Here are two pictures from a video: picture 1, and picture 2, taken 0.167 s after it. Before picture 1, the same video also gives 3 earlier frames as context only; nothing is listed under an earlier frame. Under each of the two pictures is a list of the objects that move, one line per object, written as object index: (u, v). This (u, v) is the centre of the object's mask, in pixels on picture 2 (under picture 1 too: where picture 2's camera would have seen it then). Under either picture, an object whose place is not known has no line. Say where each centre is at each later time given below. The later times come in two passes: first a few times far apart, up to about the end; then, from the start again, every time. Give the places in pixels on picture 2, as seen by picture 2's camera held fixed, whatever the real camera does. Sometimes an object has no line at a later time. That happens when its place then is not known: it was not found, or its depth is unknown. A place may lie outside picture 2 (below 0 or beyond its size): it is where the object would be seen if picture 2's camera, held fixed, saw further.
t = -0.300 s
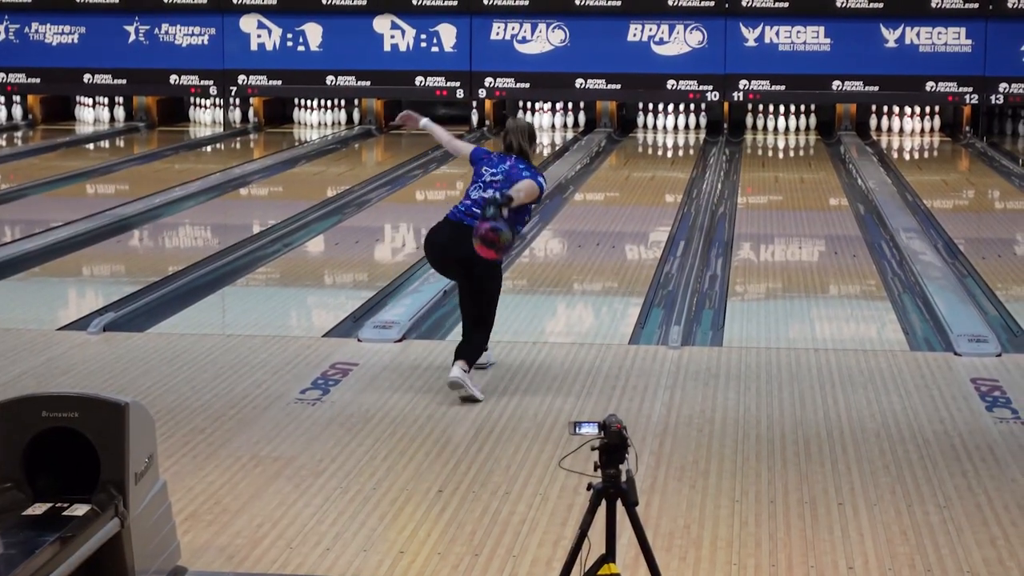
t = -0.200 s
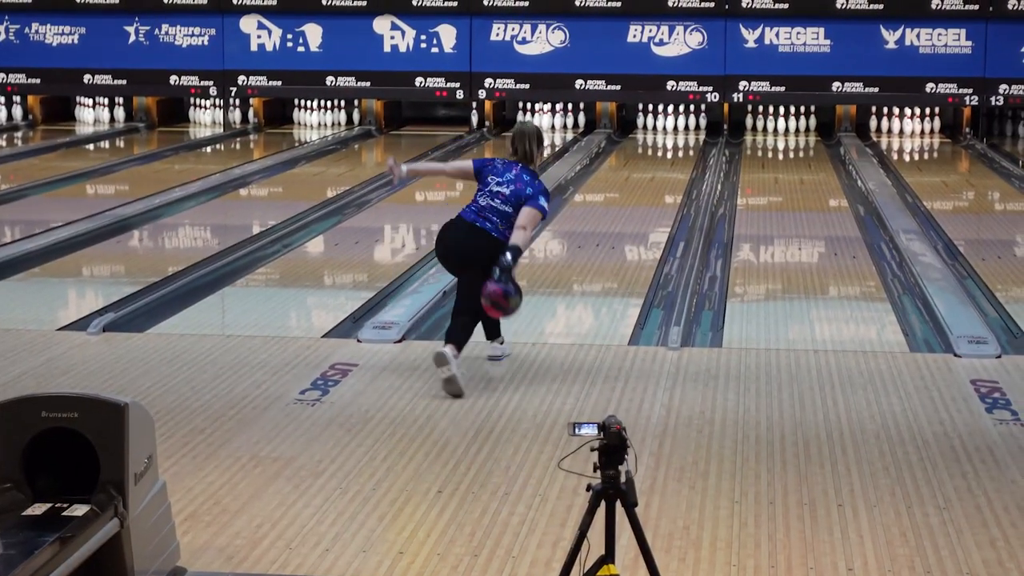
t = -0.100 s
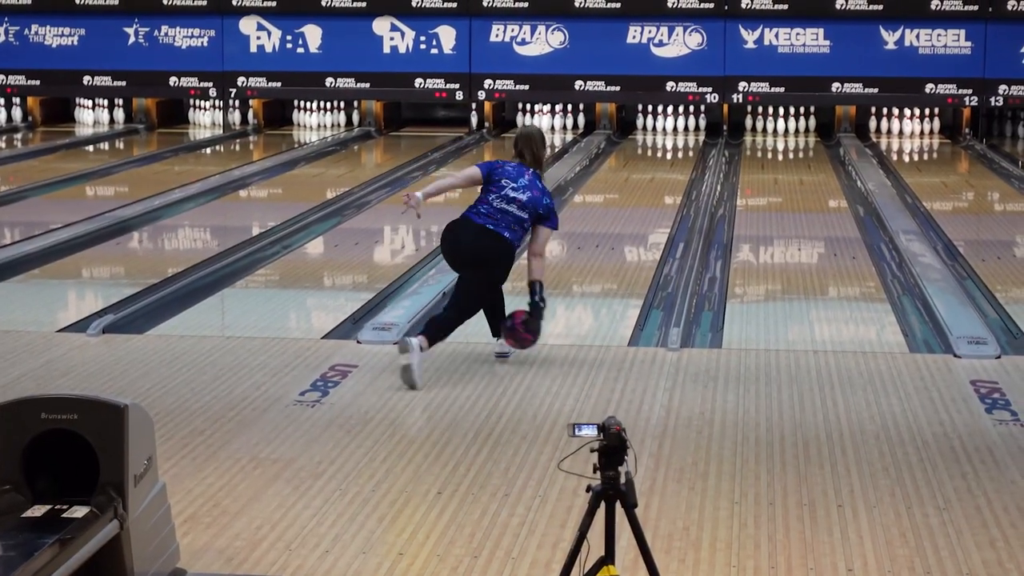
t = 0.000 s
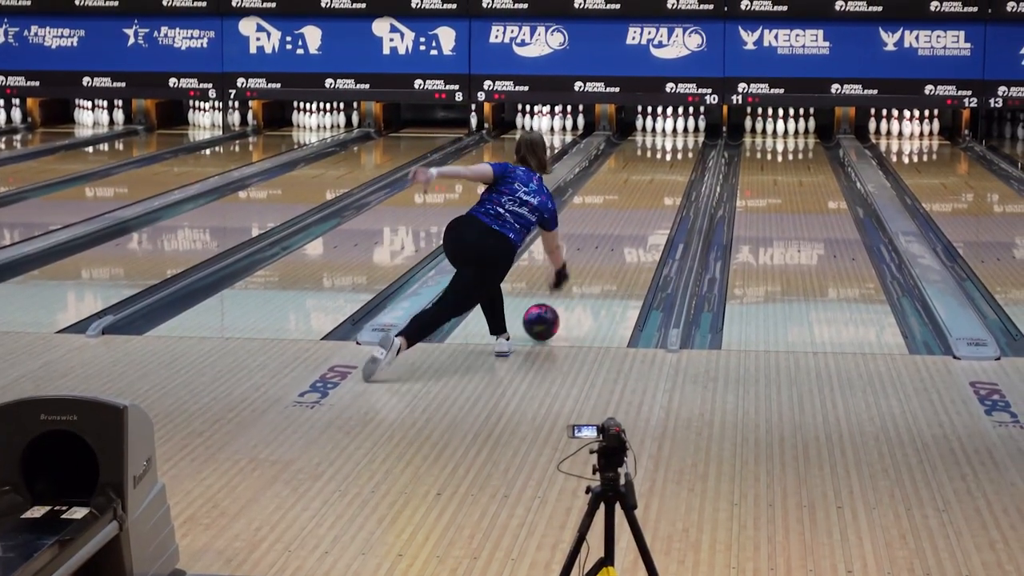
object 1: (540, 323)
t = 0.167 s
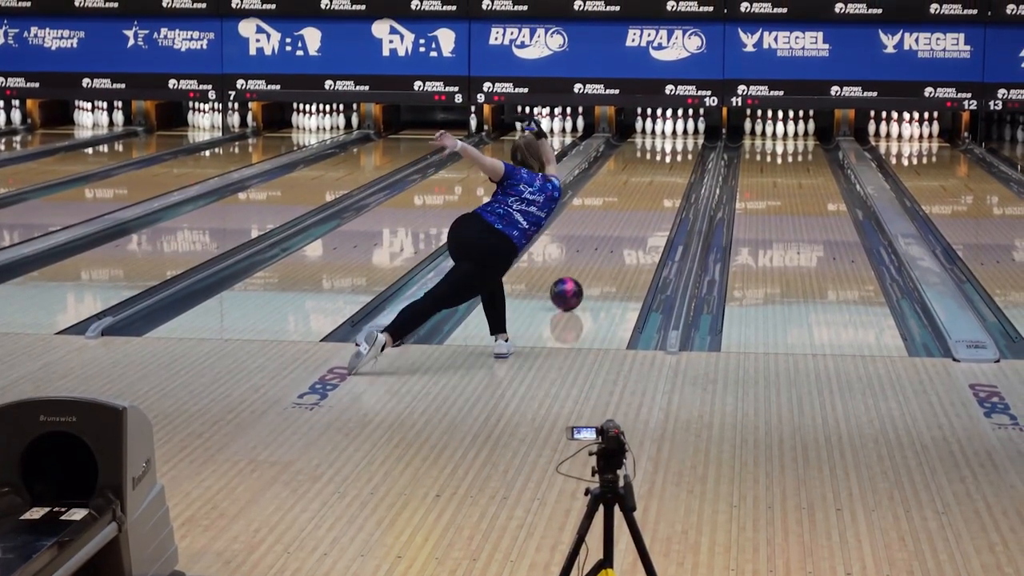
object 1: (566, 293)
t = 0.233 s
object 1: (575, 283)
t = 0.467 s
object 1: (602, 251)
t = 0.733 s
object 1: (625, 222)
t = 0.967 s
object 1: (641, 202)
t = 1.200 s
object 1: (654, 184)
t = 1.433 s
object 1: (665, 171)
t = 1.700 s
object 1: (674, 157)
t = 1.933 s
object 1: (679, 147)
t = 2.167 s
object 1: (681, 139)
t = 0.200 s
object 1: (571, 288)
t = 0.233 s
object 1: (575, 283)
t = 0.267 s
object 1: (580, 278)
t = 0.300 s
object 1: (584, 273)
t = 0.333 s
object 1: (588, 269)
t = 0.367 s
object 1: (591, 264)
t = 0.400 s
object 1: (595, 259)
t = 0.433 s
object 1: (598, 255)
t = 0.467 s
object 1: (602, 251)
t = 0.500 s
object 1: (605, 247)
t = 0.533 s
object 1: (608, 243)
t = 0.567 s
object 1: (611, 239)
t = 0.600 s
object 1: (614, 236)
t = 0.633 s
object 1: (617, 232)
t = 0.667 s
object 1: (620, 229)
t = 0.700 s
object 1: (622, 225)
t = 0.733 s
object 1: (625, 222)
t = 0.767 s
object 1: (627, 219)
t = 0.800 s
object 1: (630, 216)
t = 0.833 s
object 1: (632, 213)
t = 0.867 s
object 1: (635, 210)
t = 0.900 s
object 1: (637, 207)
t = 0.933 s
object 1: (639, 204)
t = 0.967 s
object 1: (641, 202)
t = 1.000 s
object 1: (643, 199)
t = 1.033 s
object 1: (645, 196)
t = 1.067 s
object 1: (647, 194)
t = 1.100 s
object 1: (649, 191)
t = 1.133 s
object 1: (650, 189)
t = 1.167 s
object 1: (652, 187)
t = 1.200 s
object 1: (654, 184)
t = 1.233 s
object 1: (656, 182)
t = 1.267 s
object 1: (657, 180)
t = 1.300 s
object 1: (659, 178)
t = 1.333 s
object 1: (660, 176)
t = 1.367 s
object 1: (662, 174)
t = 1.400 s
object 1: (663, 172)
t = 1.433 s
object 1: (665, 171)
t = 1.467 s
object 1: (666, 169)
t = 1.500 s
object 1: (667, 167)
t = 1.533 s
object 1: (668, 165)
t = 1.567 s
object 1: (670, 163)
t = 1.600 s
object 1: (671, 162)
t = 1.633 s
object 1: (672, 161)
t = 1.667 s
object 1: (673, 159)
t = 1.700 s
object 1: (674, 157)
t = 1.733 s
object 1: (675, 155)
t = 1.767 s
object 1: (675, 154)
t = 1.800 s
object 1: (676, 153)
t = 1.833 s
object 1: (677, 151)
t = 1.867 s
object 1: (678, 150)
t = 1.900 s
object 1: (679, 149)
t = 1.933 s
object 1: (679, 147)
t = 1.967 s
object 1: (679, 146)
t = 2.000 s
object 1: (680, 144)
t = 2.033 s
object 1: (680, 143)
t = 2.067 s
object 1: (681, 142)
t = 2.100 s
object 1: (681, 141)
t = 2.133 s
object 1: (681, 140)
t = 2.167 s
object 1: (681, 139)
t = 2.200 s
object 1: (681, 138)
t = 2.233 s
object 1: (681, 137)
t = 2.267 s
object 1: (680, 135)
